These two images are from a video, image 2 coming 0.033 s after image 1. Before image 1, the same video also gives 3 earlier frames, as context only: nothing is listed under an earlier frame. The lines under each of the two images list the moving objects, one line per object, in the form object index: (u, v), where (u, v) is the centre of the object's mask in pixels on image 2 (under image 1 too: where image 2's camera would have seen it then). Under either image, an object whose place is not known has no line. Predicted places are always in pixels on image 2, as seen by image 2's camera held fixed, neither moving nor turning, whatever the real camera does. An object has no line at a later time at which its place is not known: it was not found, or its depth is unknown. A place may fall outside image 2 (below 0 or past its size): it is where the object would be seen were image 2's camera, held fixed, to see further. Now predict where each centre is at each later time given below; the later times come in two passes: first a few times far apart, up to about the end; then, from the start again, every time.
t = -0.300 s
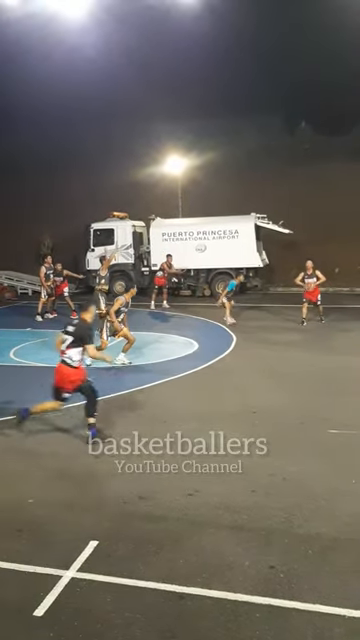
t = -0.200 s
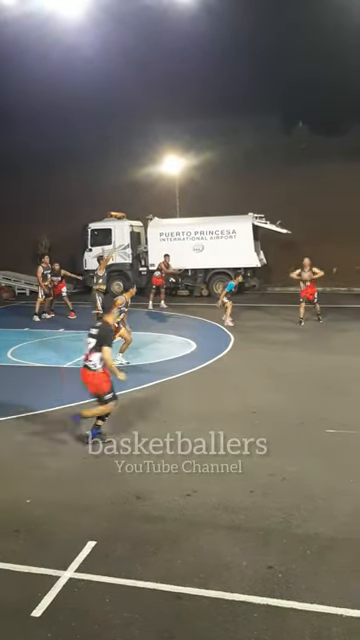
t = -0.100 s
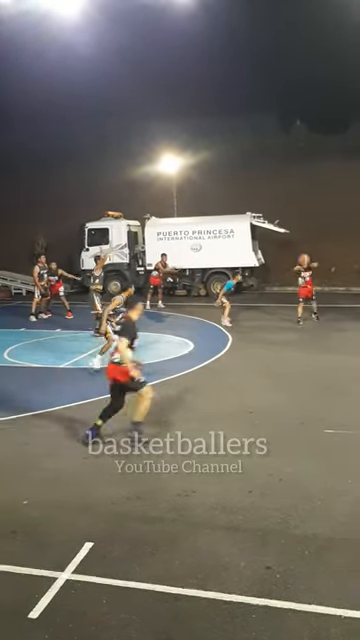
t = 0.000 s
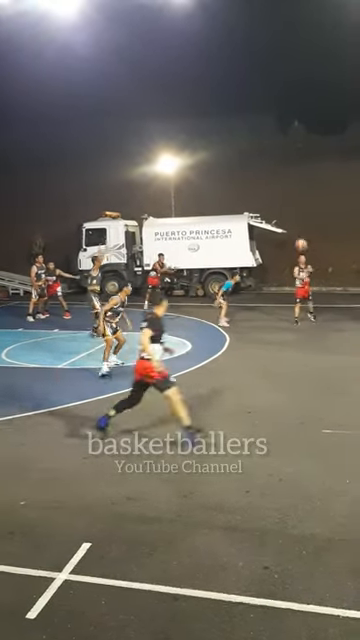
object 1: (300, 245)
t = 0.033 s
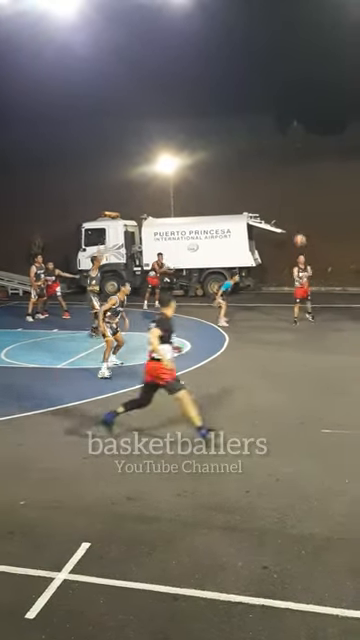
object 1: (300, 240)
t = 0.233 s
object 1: (297, 223)
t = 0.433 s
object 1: (294, 225)
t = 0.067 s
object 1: (299, 237)
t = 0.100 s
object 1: (298, 233)
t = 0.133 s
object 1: (298, 230)
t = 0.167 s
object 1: (298, 227)
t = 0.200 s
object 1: (297, 225)
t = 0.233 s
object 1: (297, 223)
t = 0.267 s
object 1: (297, 222)
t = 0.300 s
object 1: (296, 221)
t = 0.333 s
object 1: (296, 221)
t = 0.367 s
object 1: (295, 221)
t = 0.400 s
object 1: (295, 223)
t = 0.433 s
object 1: (294, 225)
